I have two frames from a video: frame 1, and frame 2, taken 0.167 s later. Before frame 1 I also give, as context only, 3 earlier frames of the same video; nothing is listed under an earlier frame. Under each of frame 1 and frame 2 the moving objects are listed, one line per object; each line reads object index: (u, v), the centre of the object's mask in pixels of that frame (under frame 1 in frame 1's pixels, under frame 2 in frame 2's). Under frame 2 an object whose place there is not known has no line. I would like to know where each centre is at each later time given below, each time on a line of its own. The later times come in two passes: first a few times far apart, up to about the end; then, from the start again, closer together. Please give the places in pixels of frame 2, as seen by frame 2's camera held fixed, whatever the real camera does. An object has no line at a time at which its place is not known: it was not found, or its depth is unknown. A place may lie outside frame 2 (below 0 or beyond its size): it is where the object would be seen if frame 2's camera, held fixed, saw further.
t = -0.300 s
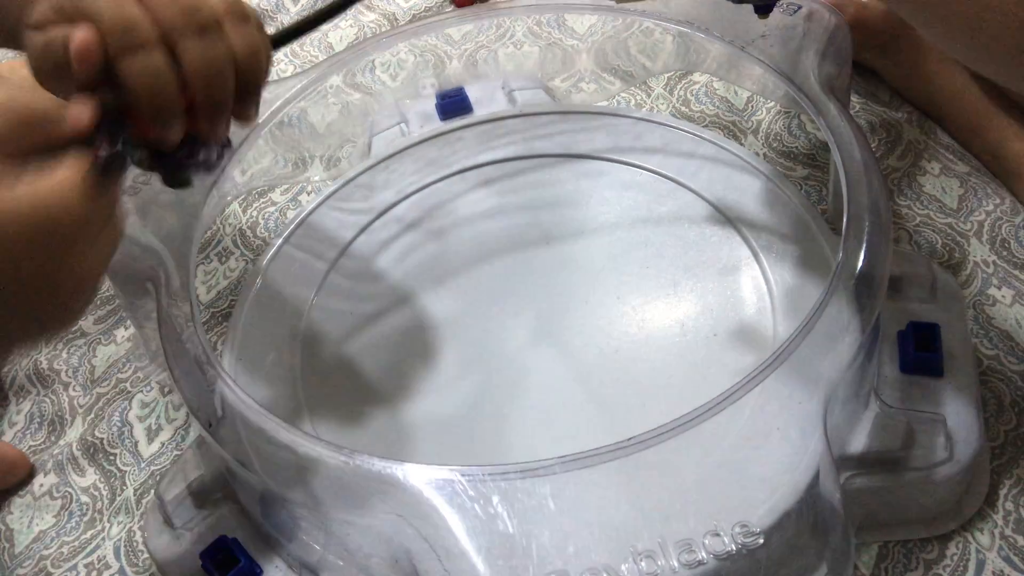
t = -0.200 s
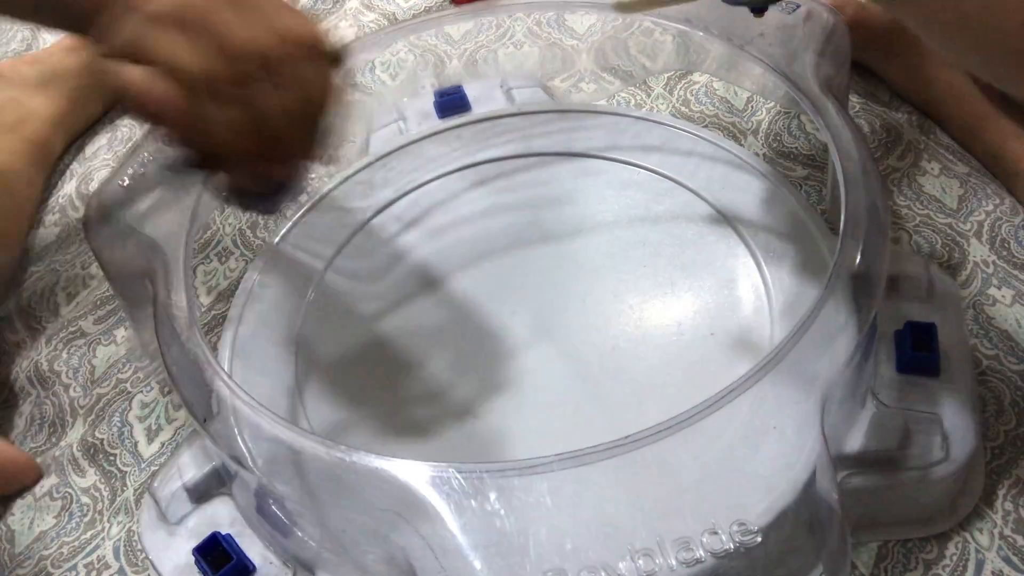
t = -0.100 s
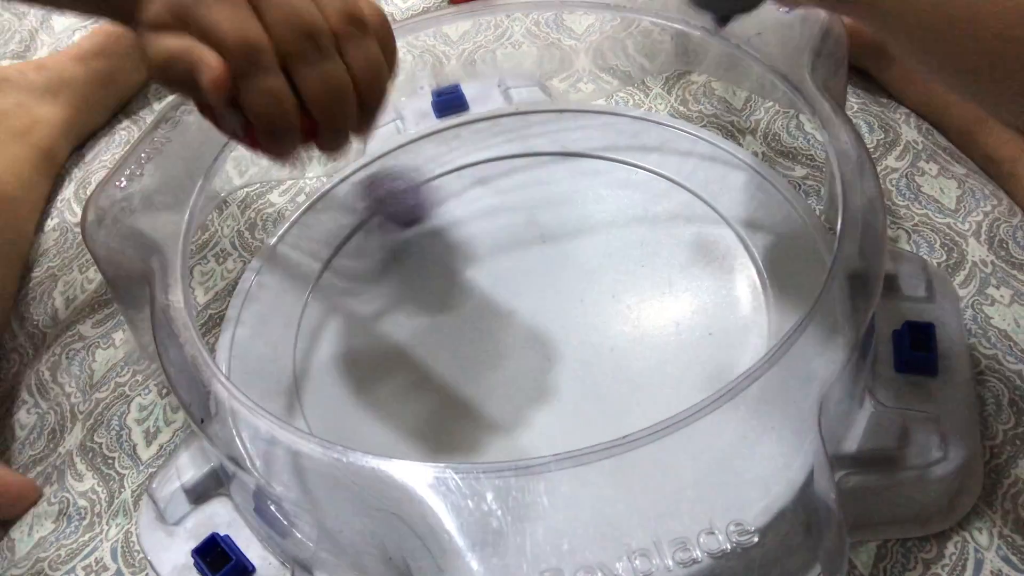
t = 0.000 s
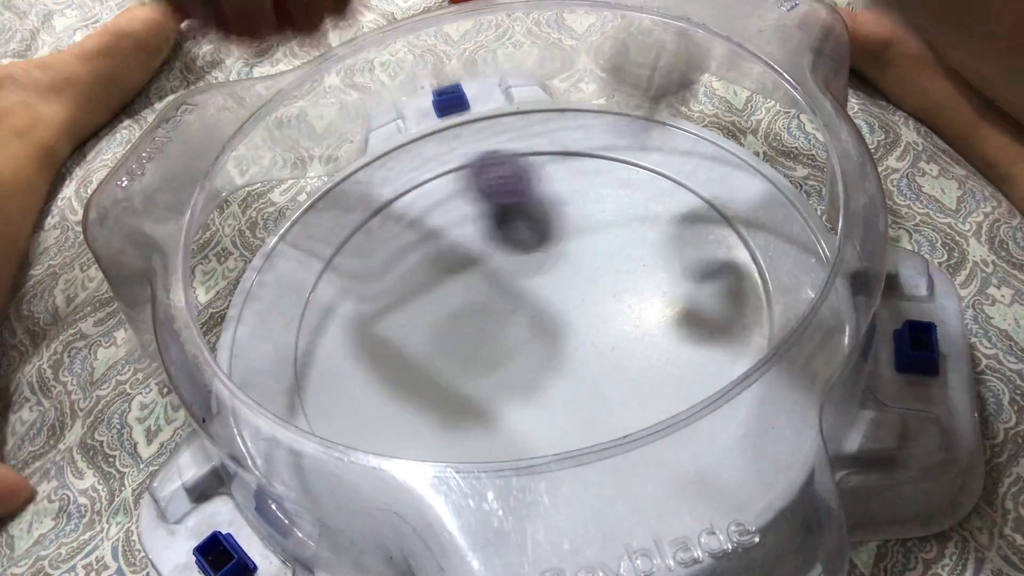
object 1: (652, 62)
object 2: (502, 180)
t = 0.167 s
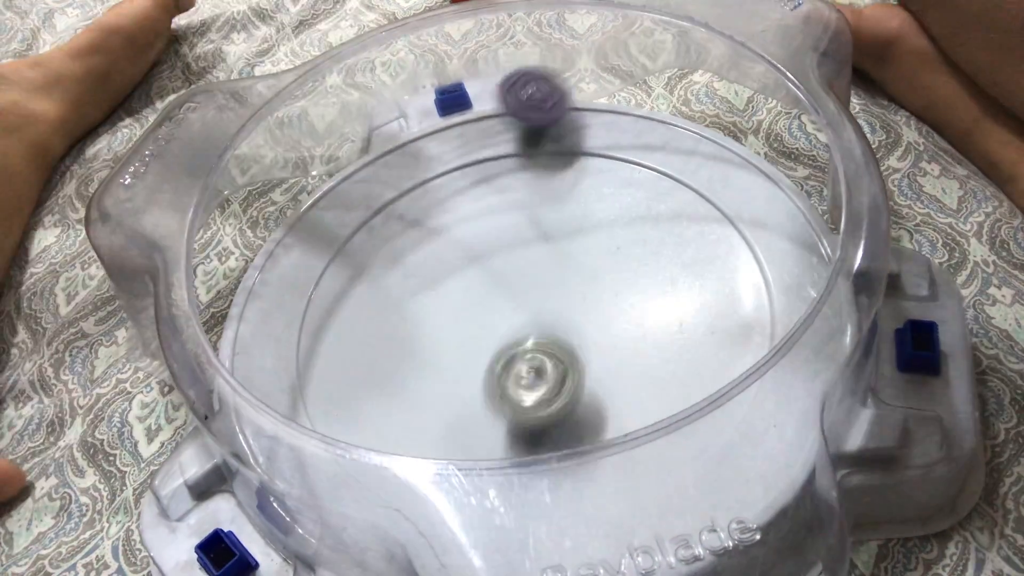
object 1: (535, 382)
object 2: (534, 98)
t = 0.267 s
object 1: (548, 462)
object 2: (491, 147)
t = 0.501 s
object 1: (745, 307)
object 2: (437, 279)
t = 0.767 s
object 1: (431, 258)
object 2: (580, 343)
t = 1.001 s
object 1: (506, 480)
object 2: (688, 240)
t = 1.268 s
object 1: (700, 238)
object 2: (598, 186)
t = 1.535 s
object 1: (467, 270)
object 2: (320, 230)
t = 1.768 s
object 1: (558, 421)
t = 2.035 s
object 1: (697, 220)
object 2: (602, 414)
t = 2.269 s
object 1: (413, 237)
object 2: (655, 253)
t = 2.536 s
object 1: (455, 497)
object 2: (502, 215)
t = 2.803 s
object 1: (718, 304)
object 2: (406, 336)
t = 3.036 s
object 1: (489, 185)
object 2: (526, 376)
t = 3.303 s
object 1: (301, 364)
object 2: (615, 307)
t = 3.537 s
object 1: (582, 406)
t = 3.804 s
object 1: (620, 198)
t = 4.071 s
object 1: (399, 217)
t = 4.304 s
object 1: (441, 399)
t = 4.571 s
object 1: (712, 335)
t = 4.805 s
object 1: (605, 198)
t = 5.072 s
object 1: (387, 322)
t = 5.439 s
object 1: (648, 383)
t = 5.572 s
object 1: (664, 284)
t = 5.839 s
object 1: (467, 212)
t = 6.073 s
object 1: (353, 344)
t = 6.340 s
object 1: (590, 381)
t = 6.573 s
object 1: (646, 226)
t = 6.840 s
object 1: (467, 200)
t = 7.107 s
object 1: (433, 376)
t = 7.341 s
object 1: (647, 381)
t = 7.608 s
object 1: (651, 226)
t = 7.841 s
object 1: (464, 241)
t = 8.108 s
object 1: (400, 399)
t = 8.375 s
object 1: (622, 383)
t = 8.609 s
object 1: (689, 243)
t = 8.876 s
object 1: (545, 197)
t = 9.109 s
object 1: (496, 281)
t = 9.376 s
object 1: (626, 281)
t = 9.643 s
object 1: (570, 229)
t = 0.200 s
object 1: (529, 407)
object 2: (519, 113)
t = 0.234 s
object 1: (527, 428)
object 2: (504, 130)
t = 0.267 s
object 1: (548, 462)
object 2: (491, 147)
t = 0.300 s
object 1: (575, 460)
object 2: (477, 165)
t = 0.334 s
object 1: (611, 463)
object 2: (465, 181)
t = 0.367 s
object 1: (649, 447)
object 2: (455, 200)
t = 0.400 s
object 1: (684, 400)
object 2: (447, 218)
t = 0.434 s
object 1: (713, 370)
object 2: (442, 237)
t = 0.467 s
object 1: (730, 336)
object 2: (439, 259)
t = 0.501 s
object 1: (745, 307)
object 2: (437, 279)
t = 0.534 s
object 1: (733, 275)
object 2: (439, 297)
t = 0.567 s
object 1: (704, 249)
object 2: (446, 314)
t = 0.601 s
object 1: (670, 228)
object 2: (460, 328)
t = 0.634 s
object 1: (629, 215)
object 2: (479, 339)
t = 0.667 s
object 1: (575, 212)
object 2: (502, 348)
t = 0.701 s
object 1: (529, 217)
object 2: (527, 350)
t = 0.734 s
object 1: (479, 232)
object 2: (555, 349)
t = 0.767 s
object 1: (431, 258)
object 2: (580, 343)
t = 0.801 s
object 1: (391, 288)
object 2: (606, 334)
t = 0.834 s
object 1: (353, 331)
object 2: (629, 322)
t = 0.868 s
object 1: (327, 378)
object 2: (650, 307)
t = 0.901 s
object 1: (329, 406)
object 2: (667, 291)
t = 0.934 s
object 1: (372, 426)
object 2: (680, 274)
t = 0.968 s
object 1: (441, 504)
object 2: (687, 257)
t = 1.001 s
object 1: (506, 480)
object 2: (688, 240)
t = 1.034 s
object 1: (579, 472)
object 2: (685, 225)
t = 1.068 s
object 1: (643, 449)
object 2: (679, 211)
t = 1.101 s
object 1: (702, 418)
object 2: (671, 200)
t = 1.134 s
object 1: (716, 365)
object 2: (659, 192)
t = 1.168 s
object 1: (737, 333)
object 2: (645, 185)
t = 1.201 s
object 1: (742, 300)
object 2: (631, 184)
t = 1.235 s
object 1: (731, 267)
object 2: (614, 183)
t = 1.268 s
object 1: (700, 238)
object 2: (598, 186)
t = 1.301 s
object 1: (662, 213)
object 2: (580, 191)
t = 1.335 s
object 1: (640, 205)
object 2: (544, 188)
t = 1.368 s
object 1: (610, 200)
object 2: (508, 188)
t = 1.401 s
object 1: (570, 198)
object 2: (478, 193)
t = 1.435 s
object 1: (539, 203)
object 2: (444, 198)
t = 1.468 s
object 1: (520, 218)
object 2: (397, 205)
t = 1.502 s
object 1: (495, 239)
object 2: (350, 218)
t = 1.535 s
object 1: (467, 270)
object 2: (320, 230)
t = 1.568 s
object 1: (449, 299)
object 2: (292, 256)
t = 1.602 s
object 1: (439, 335)
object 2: (272, 281)
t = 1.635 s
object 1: (440, 365)
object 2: (256, 310)
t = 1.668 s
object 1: (456, 396)
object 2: (252, 340)
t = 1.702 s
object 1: (480, 414)
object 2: (261, 364)
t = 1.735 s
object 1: (516, 421)
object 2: (277, 386)
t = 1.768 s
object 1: (558, 421)
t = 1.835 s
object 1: (655, 393)
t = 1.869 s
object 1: (694, 369)
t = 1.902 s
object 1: (722, 341)
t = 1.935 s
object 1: (739, 313)
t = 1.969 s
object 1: (739, 276)
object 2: (527, 442)
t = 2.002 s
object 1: (725, 247)
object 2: (567, 430)
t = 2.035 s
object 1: (697, 220)
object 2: (602, 414)
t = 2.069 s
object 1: (665, 200)
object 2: (633, 396)
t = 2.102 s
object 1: (626, 188)
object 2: (658, 373)
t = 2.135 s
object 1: (583, 181)
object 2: (671, 345)
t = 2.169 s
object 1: (540, 184)
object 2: (677, 317)
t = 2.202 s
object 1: (497, 194)
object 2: (677, 296)
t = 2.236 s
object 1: (453, 214)
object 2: (666, 272)
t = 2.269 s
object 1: (413, 237)
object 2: (655, 253)
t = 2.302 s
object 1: (380, 264)
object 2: (638, 239)
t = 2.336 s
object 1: (352, 298)
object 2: (620, 227)
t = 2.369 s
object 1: (337, 332)
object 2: (600, 218)
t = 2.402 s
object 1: (334, 372)
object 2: (580, 211)
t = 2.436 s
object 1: (344, 402)
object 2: (561, 207)
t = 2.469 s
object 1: (368, 440)
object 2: (540, 207)
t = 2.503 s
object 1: (394, 465)
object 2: (521, 209)
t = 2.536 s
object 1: (455, 497)
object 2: (502, 215)
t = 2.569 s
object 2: (484, 223)
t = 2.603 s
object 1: (555, 485)
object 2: (465, 233)
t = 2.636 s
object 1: (606, 468)
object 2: (444, 248)
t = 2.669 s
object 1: (636, 415)
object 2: (424, 265)
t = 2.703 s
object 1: (674, 390)
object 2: (412, 282)
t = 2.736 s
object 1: (700, 366)
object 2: (403, 302)
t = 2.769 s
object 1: (717, 337)
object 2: (401, 320)
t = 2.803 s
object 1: (718, 304)
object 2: (406, 336)
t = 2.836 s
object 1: (697, 271)
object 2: (415, 352)
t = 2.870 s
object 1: (671, 239)
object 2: (428, 363)
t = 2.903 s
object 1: (640, 217)
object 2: (446, 372)
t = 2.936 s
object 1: (604, 199)
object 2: (464, 378)
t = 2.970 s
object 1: (566, 187)
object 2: (487, 381)
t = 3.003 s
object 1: (529, 182)
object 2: (507, 380)
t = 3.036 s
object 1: (489, 185)
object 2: (526, 376)
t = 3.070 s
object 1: (451, 191)
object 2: (543, 371)
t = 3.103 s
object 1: (411, 205)
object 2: (559, 365)
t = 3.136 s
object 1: (376, 220)
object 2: (573, 357)
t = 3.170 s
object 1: (342, 241)
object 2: (585, 348)
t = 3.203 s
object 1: (317, 268)
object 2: (596, 338)
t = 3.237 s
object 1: (302, 298)
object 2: (604, 329)
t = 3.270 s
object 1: (296, 331)
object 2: (610, 317)
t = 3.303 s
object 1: (301, 364)
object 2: (615, 307)
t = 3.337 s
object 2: (617, 297)
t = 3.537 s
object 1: (582, 406)
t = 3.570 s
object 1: (622, 385)
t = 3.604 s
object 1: (649, 359)
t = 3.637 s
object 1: (664, 327)
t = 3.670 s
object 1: (670, 296)
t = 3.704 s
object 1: (668, 266)
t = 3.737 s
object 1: (659, 240)
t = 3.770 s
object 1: (643, 217)
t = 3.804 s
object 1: (620, 198)
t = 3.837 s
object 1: (594, 180)
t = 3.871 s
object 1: (563, 166)
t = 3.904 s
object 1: (536, 161)
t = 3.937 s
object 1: (506, 162)
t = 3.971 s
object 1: (476, 170)
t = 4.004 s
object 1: (448, 180)
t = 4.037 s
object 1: (421, 196)
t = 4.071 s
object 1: (399, 217)
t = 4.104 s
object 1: (381, 240)
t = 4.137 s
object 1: (368, 270)
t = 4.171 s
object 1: (364, 299)
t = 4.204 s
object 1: (370, 330)
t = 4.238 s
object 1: (385, 358)
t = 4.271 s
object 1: (412, 381)
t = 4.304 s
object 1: (441, 399)
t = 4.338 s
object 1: (481, 411)
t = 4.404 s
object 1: (551, 414)
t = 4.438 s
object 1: (590, 407)
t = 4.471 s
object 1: (630, 396)
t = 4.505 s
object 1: (664, 378)
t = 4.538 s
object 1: (693, 357)
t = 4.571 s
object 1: (712, 335)
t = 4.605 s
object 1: (721, 307)
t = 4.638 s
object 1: (718, 278)
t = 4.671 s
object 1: (706, 253)
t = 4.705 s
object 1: (688, 233)
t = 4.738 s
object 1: (664, 217)
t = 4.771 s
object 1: (636, 205)
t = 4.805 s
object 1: (605, 198)
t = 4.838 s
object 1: (570, 196)
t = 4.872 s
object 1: (538, 199)
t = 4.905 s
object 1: (508, 209)
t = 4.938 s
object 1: (478, 228)
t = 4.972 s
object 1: (447, 248)
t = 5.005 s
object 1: (420, 270)
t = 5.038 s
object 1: (401, 294)
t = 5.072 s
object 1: (387, 322)
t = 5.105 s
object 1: (382, 348)
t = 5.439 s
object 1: (648, 383)
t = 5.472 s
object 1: (667, 363)
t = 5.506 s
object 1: (674, 336)
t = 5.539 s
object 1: (673, 309)
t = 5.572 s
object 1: (664, 284)
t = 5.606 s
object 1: (649, 261)
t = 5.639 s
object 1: (630, 243)
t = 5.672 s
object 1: (607, 227)
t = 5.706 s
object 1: (581, 214)
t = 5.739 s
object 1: (554, 205)
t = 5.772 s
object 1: (527, 202)
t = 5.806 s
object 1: (499, 204)
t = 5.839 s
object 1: (467, 212)
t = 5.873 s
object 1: (440, 220)
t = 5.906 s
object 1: (408, 236)
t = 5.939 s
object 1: (383, 253)
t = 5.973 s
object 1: (363, 272)
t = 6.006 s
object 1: (350, 295)
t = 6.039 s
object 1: (347, 319)
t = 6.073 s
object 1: (353, 344)
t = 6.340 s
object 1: (590, 381)
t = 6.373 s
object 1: (620, 361)
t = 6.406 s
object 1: (639, 340)
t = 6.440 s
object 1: (652, 318)
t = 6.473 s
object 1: (661, 293)
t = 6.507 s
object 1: (662, 268)
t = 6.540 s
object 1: (656, 245)
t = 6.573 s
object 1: (646, 226)
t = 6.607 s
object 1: (630, 208)
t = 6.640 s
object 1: (613, 195)
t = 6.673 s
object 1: (591, 180)
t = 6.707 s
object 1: (566, 173)
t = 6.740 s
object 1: (539, 171)
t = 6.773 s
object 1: (514, 177)
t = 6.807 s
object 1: (492, 186)
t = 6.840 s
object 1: (467, 200)
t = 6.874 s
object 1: (446, 217)
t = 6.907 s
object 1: (430, 235)
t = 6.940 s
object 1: (411, 259)
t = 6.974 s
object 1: (404, 281)
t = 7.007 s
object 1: (400, 307)
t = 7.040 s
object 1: (405, 330)
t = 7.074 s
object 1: (416, 354)
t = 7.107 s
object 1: (433, 376)
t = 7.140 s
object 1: (456, 393)
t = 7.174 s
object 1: (483, 405)
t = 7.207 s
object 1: (513, 414)
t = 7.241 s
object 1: (551, 411)
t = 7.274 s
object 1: (584, 404)
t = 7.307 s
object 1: (615, 396)
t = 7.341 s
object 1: (647, 381)
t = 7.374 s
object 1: (671, 366)
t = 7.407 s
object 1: (689, 348)
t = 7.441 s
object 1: (700, 324)
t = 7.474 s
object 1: (703, 301)
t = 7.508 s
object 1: (698, 277)
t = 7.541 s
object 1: (689, 258)
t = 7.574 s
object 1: (672, 241)
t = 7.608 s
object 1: (651, 226)
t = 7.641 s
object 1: (625, 217)
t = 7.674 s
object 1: (600, 210)
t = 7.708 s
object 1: (572, 206)
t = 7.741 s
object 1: (542, 209)
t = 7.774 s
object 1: (518, 215)
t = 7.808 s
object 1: (494, 226)
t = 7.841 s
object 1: (464, 241)
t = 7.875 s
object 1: (441, 256)
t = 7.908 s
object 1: (418, 271)
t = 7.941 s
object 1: (402, 290)
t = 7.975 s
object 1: (389, 311)
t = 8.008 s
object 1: (382, 332)
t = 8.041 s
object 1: (381, 353)
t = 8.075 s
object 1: (387, 378)
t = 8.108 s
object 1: (400, 399)
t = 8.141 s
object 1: (418, 412)
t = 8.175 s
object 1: (444, 423)
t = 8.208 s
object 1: (475, 426)
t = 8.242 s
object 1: (505, 425)
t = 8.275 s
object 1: (537, 419)
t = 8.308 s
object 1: (567, 411)
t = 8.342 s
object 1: (596, 395)
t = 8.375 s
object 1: (622, 383)
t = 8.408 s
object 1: (630, 358)
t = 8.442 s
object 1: (640, 335)
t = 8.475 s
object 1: (657, 314)
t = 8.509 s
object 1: (676, 300)
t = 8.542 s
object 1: (686, 284)
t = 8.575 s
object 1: (690, 264)
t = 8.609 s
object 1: (689, 243)
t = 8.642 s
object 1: (683, 228)
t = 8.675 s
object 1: (673, 213)
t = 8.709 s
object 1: (657, 200)
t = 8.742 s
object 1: (638, 190)
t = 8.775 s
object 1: (618, 186)
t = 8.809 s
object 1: (591, 185)
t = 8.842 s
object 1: (567, 188)
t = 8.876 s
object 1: (545, 197)
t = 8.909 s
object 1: (523, 210)
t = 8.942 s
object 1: (505, 227)
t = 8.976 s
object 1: (494, 239)
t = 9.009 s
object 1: (486, 250)
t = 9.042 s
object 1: (486, 262)
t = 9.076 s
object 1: (489, 271)
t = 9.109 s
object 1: (496, 281)
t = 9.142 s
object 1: (507, 290)
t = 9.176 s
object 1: (525, 298)
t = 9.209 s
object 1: (542, 302)
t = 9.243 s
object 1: (561, 305)
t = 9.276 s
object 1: (580, 305)
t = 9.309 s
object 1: (598, 300)
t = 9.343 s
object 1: (613, 292)
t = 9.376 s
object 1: (626, 281)
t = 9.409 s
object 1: (634, 271)
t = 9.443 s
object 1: (635, 259)
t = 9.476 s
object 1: (630, 249)
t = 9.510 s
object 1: (621, 243)
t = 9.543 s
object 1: (608, 239)
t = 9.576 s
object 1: (591, 238)
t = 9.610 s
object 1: (578, 236)
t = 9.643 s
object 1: (570, 229)
